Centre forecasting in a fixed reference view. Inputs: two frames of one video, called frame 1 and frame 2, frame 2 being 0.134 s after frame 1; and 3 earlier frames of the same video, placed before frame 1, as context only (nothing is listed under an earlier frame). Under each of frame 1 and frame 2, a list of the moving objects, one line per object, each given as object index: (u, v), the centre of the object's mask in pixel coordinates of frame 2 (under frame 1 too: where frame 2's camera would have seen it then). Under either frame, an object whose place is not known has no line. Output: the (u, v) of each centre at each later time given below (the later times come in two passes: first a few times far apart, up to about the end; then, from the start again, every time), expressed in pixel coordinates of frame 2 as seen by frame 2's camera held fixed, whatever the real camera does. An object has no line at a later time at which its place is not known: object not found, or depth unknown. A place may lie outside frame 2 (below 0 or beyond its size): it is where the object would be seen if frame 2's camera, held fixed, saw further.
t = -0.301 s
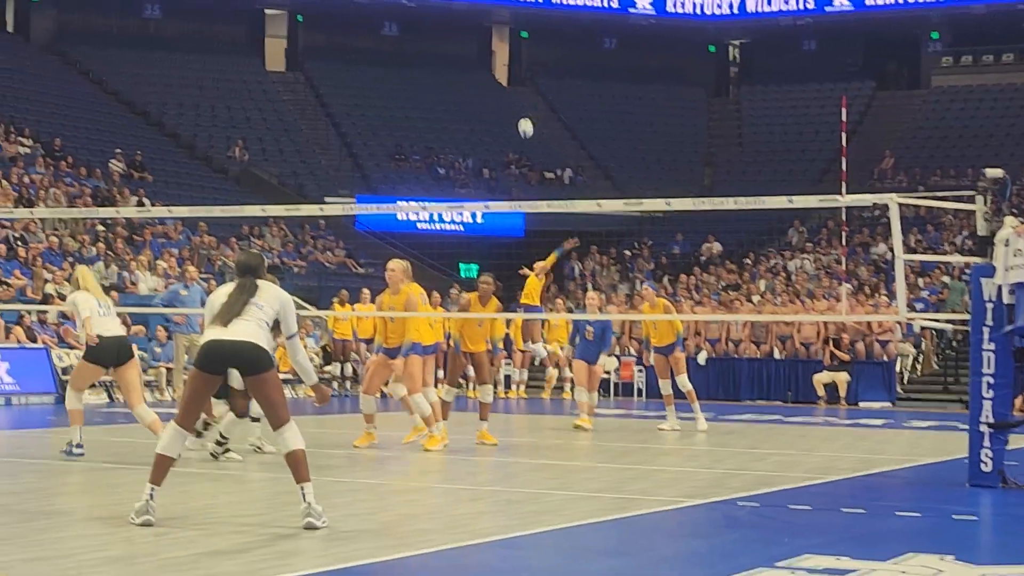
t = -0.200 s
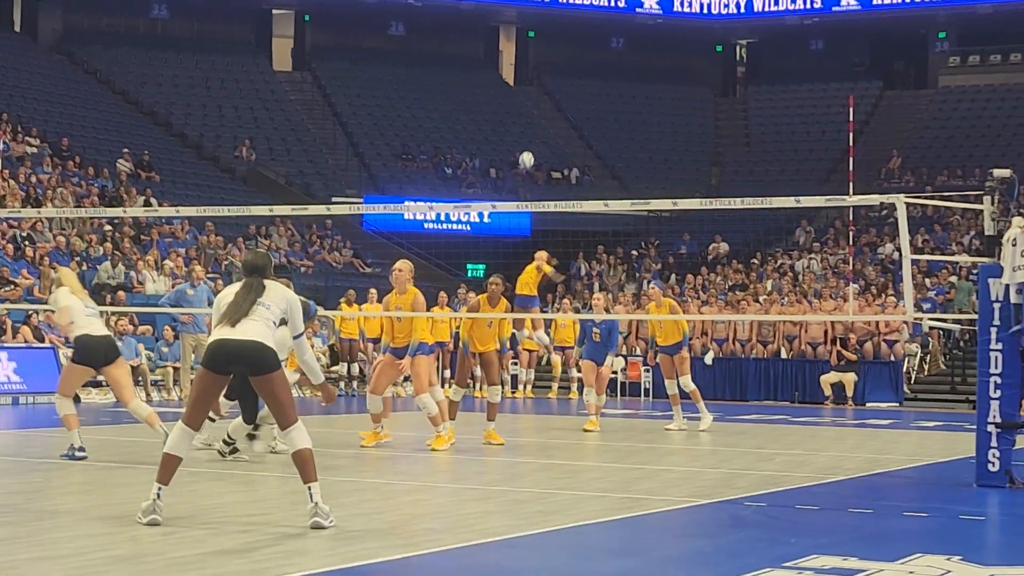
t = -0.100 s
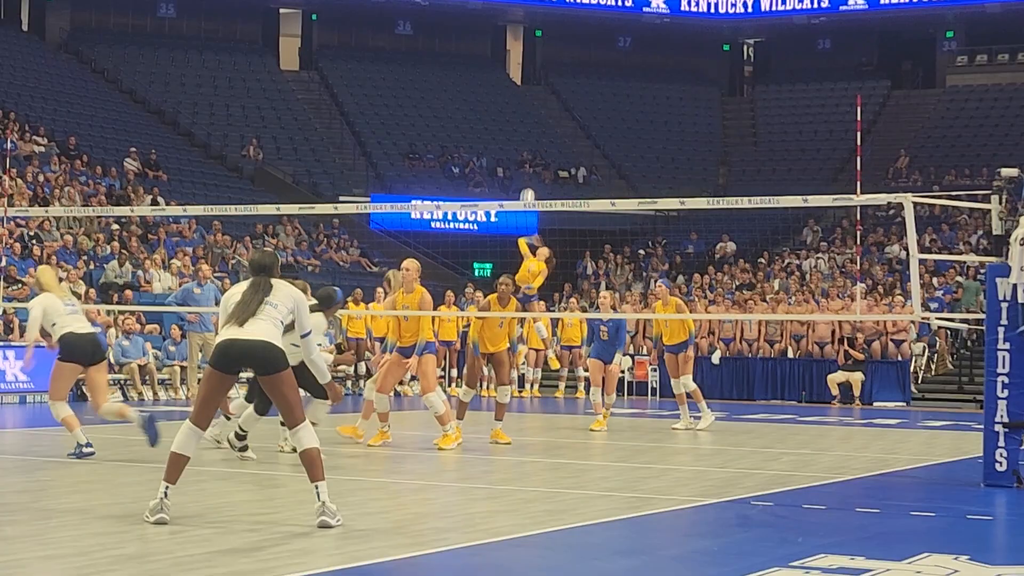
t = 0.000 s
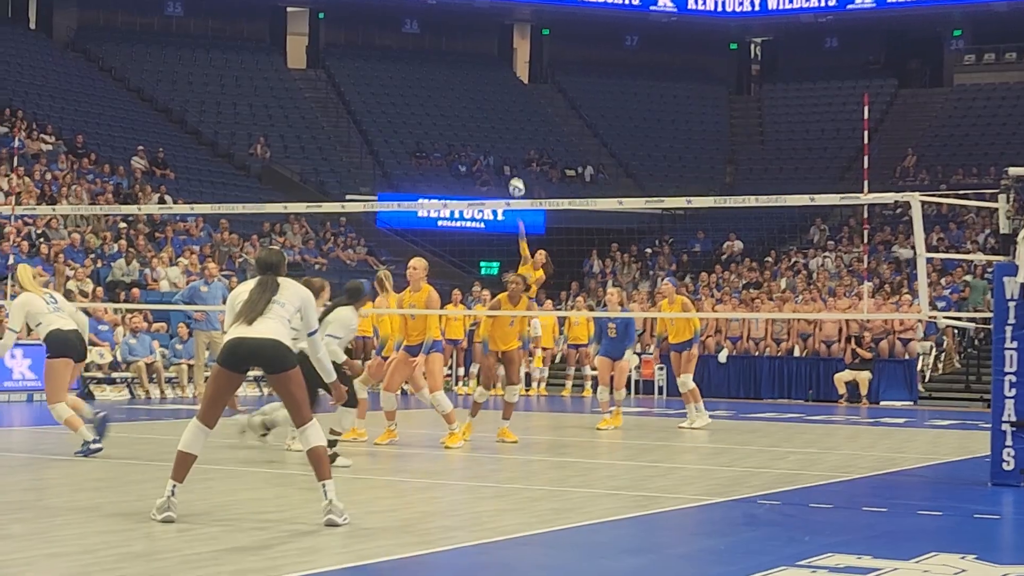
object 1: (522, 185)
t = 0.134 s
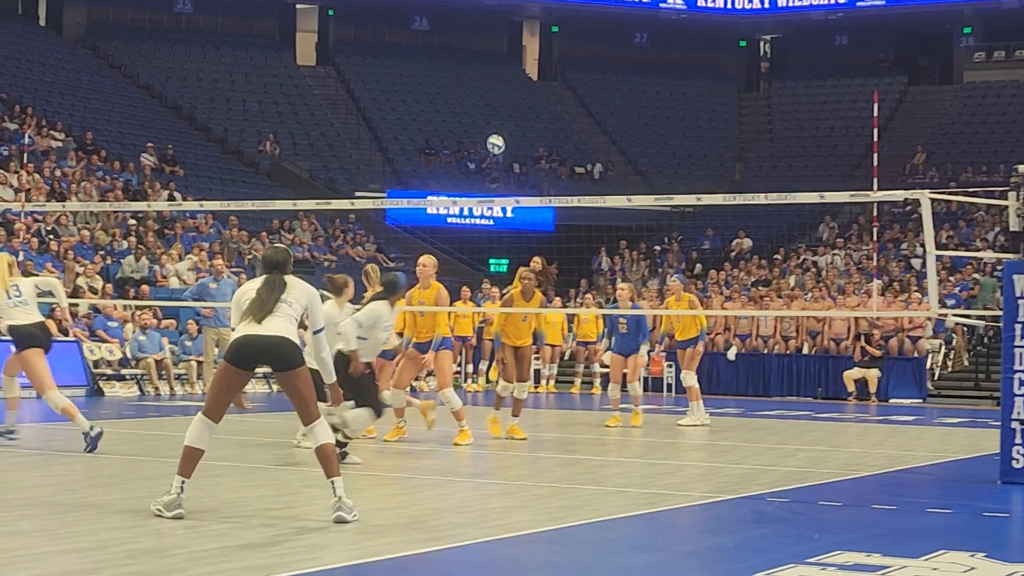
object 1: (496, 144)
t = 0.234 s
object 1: (474, 125)
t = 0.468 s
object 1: (421, 120)
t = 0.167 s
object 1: (489, 136)
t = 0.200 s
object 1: (482, 130)
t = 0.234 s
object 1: (474, 125)
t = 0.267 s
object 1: (467, 119)
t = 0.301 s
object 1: (460, 117)
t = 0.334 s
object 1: (453, 114)
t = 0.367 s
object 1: (445, 114)
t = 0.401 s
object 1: (438, 113)
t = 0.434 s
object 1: (429, 116)
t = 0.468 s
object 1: (421, 120)
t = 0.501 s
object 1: (412, 126)
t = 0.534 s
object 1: (403, 135)
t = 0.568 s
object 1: (394, 147)
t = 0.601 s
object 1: (385, 159)
